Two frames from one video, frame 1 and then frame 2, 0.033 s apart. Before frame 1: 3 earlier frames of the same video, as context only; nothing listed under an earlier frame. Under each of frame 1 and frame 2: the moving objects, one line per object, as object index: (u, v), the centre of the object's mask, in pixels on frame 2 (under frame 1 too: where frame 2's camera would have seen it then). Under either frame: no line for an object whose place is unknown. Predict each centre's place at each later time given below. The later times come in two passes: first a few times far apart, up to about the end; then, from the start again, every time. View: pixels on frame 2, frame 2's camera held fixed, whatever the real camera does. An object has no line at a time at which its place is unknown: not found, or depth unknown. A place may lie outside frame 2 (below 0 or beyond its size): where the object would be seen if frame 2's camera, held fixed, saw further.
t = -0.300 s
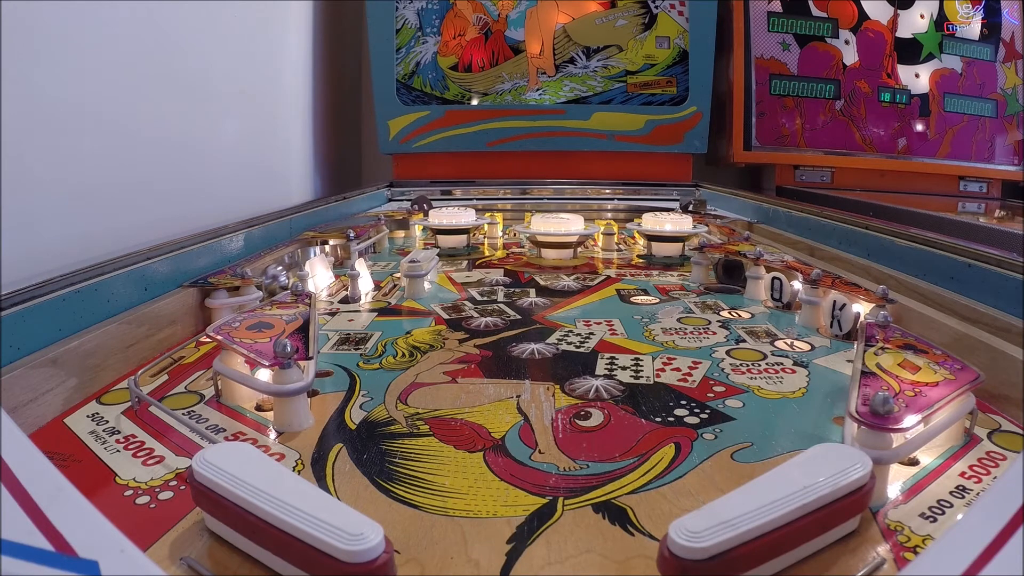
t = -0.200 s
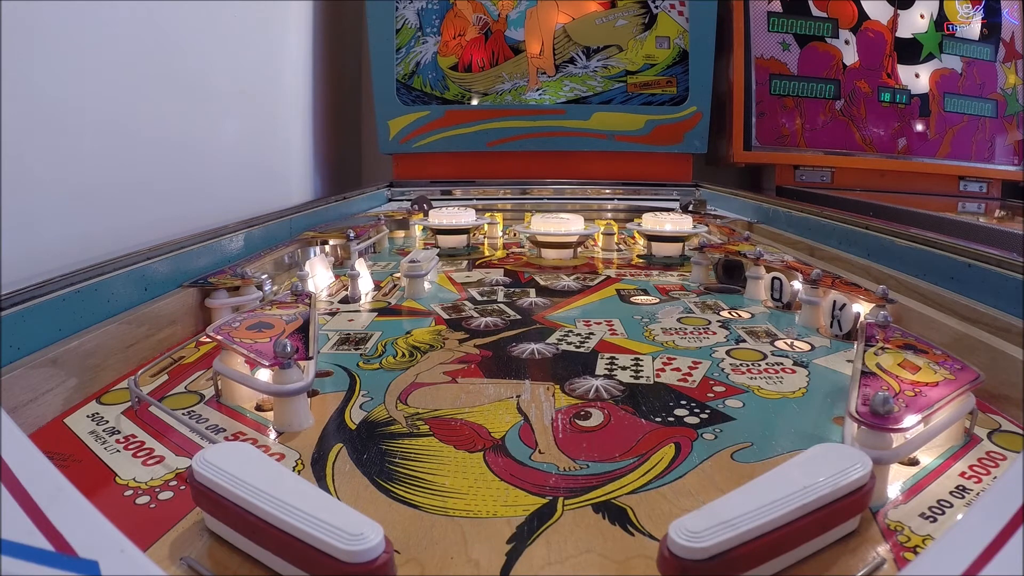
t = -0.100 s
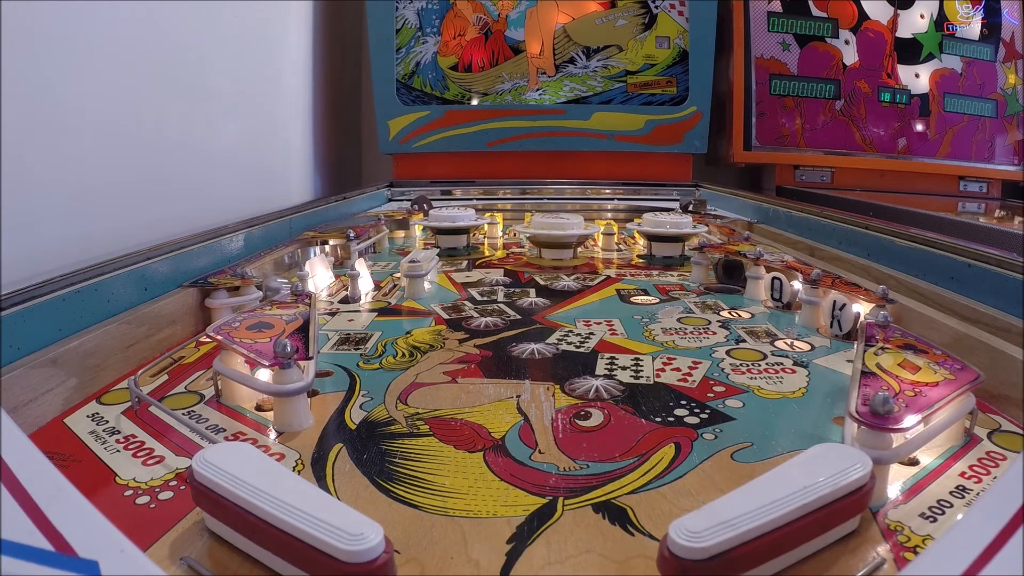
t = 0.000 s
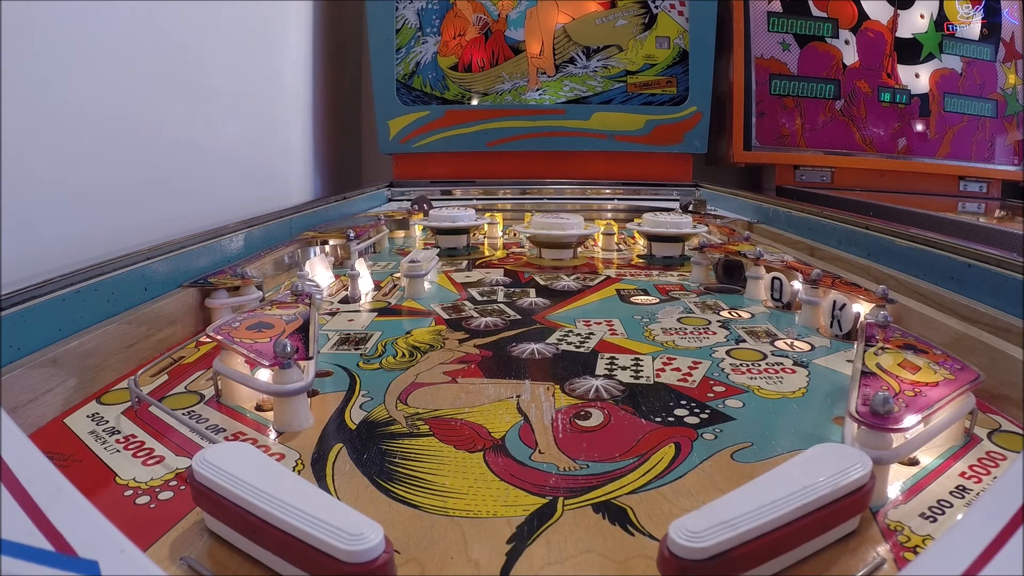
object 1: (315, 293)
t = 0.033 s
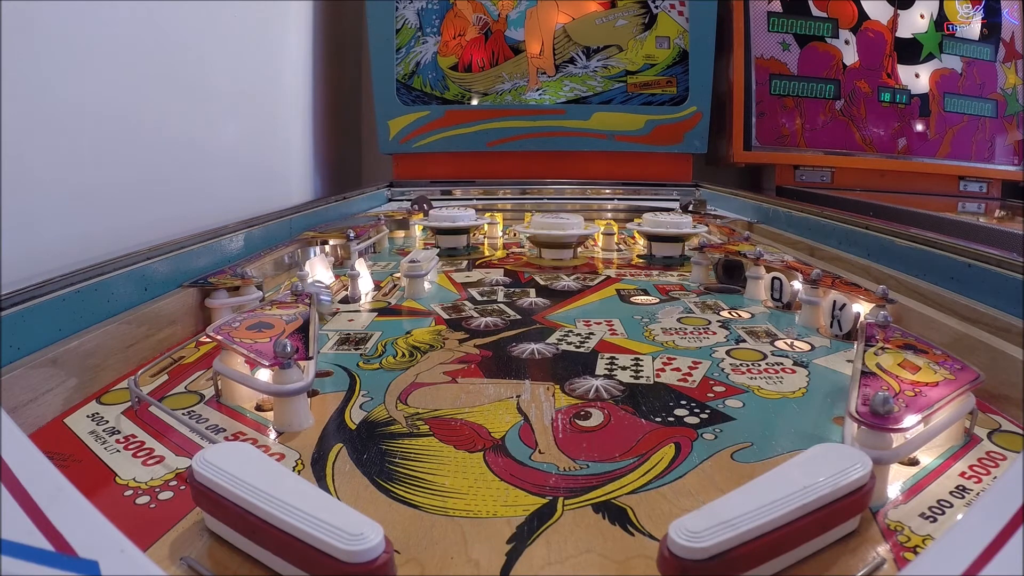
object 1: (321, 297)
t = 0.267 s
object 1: (385, 321)
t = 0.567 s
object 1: (515, 400)
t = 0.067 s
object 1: (327, 301)
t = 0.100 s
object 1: (335, 305)
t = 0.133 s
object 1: (344, 308)
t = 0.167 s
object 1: (353, 310)
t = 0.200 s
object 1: (363, 314)
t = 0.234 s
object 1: (374, 318)
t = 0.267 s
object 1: (385, 321)
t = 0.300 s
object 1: (395, 328)
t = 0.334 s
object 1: (406, 334)
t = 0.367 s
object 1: (419, 341)
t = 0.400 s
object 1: (432, 347)
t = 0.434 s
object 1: (447, 356)
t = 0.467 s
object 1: (462, 365)
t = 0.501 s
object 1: (479, 376)
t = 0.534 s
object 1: (496, 387)
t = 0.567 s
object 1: (515, 400)
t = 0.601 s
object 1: (542, 422)
